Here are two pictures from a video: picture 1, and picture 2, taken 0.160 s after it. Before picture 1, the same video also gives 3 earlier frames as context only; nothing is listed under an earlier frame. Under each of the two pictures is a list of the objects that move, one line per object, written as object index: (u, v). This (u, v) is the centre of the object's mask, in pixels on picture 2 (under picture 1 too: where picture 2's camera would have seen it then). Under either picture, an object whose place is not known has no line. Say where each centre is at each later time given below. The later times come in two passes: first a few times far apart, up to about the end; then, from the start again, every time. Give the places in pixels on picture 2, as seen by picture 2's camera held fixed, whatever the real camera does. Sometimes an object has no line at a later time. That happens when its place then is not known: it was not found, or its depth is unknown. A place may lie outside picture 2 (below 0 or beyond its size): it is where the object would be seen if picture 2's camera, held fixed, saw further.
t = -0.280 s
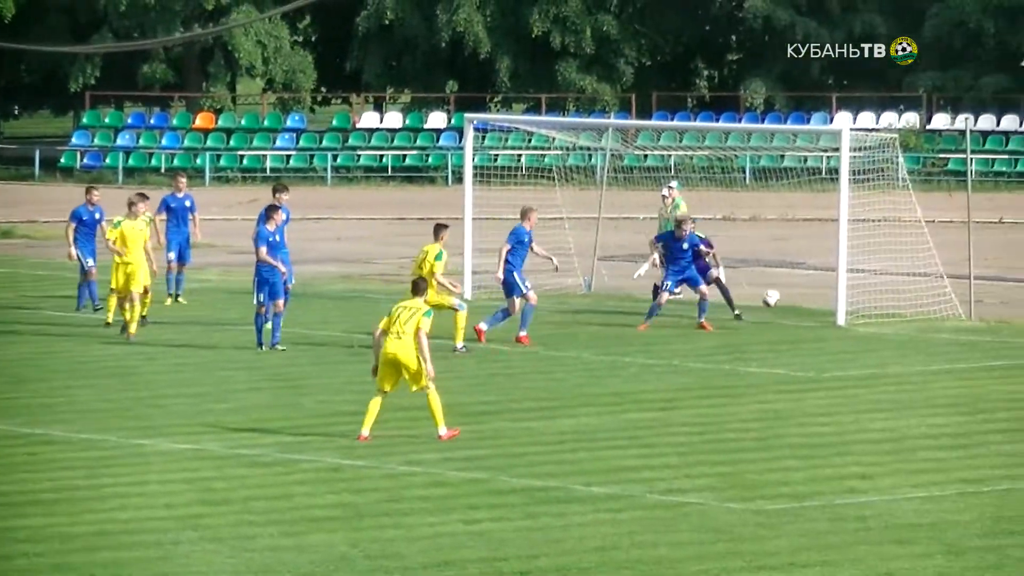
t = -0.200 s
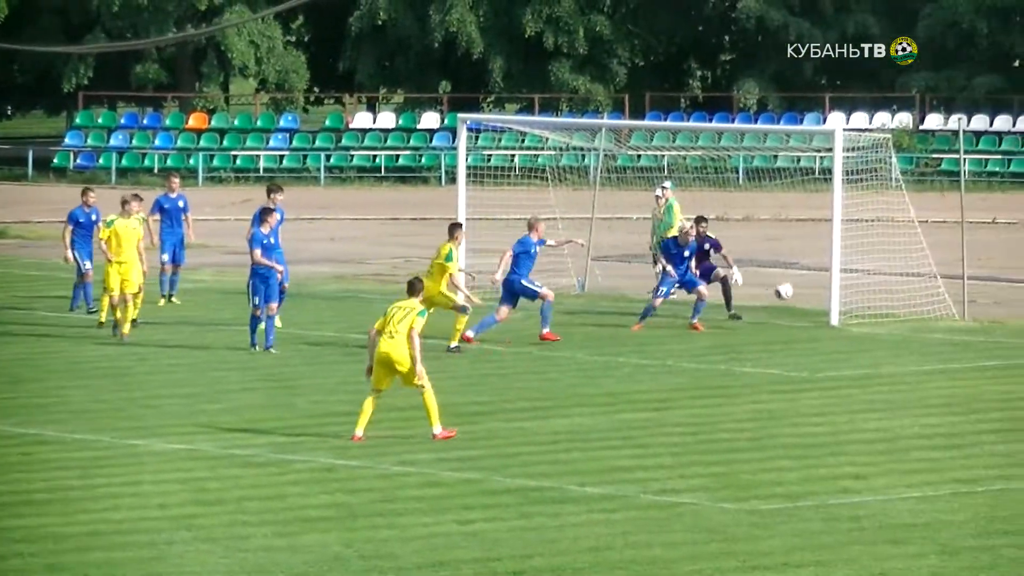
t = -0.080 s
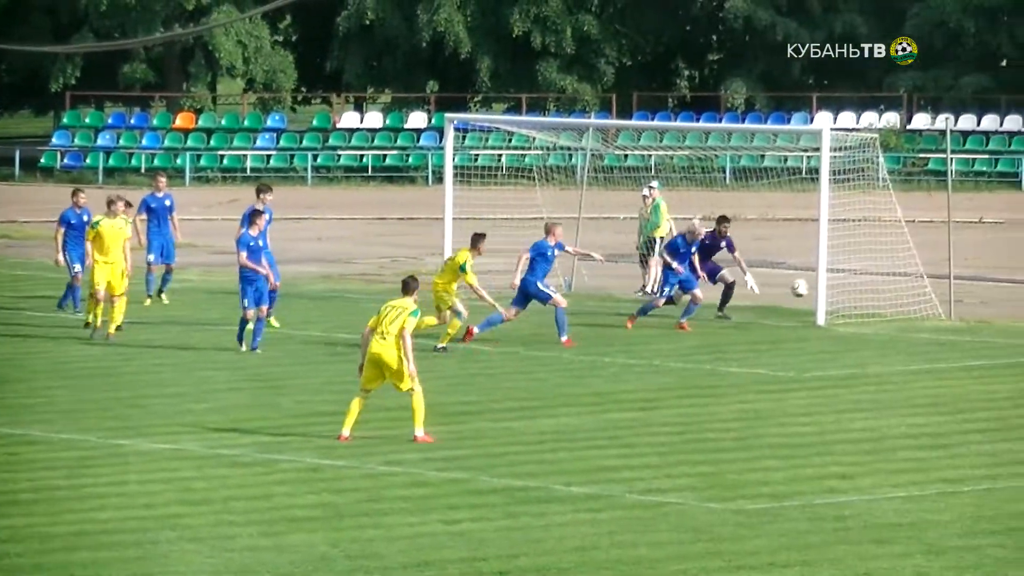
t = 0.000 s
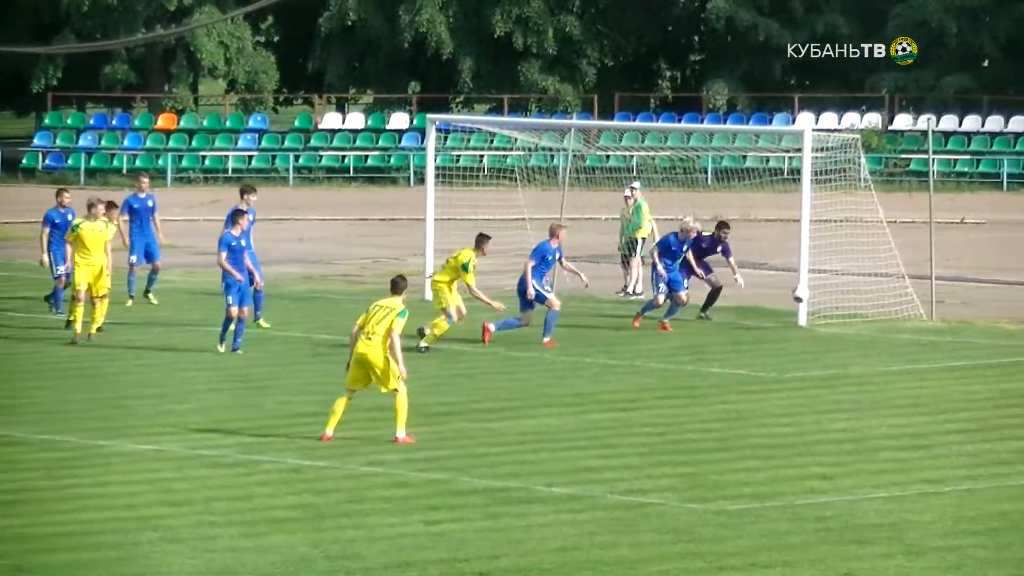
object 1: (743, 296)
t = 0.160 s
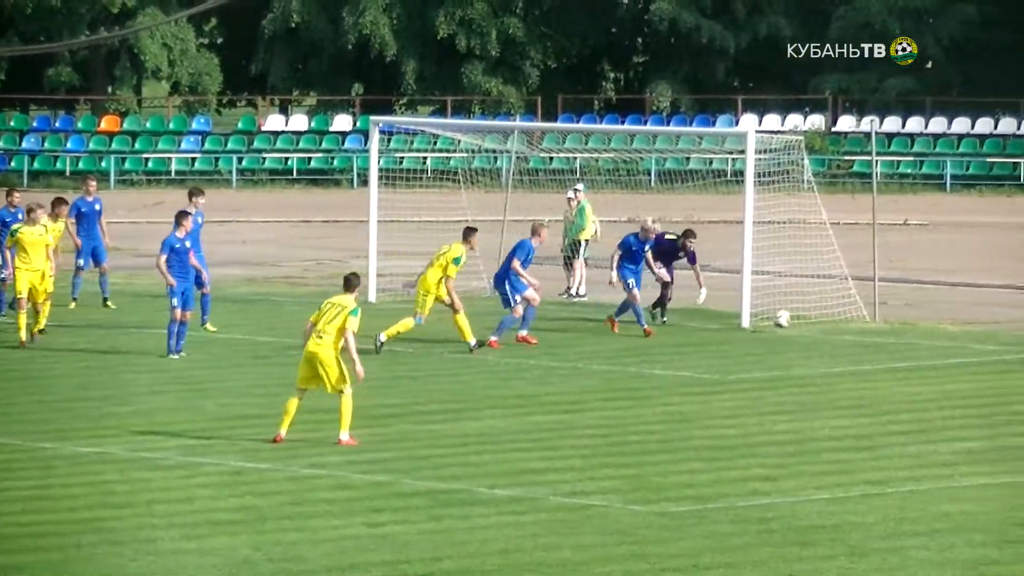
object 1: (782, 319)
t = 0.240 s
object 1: (800, 319)
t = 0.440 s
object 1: (844, 307)
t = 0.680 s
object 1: (898, 322)
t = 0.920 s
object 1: (951, 323)
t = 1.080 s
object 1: (986, 324)
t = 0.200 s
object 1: (791, 324)
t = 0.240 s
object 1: (800, 319)
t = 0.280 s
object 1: (809, 314)
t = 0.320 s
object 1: (818, 311)
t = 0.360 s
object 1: (826, 308)
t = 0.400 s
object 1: (836, 306)
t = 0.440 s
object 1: (844, 307)
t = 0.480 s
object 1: (854, 309)
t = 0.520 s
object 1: (862, 311)
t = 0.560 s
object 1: (871, 314)
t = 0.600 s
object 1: (880, 319)
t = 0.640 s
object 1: (890, 324)
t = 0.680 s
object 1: (898, 322)
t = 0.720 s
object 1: (908, 320)
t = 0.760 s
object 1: (916, 318)
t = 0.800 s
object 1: (925, 317)
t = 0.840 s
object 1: (934, 318)
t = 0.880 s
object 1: (943, 321)
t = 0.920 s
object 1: (951, 323)
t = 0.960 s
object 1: (960, 324)
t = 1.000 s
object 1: (969, 323)
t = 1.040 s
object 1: (977, 323)
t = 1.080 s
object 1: (986, 324)
